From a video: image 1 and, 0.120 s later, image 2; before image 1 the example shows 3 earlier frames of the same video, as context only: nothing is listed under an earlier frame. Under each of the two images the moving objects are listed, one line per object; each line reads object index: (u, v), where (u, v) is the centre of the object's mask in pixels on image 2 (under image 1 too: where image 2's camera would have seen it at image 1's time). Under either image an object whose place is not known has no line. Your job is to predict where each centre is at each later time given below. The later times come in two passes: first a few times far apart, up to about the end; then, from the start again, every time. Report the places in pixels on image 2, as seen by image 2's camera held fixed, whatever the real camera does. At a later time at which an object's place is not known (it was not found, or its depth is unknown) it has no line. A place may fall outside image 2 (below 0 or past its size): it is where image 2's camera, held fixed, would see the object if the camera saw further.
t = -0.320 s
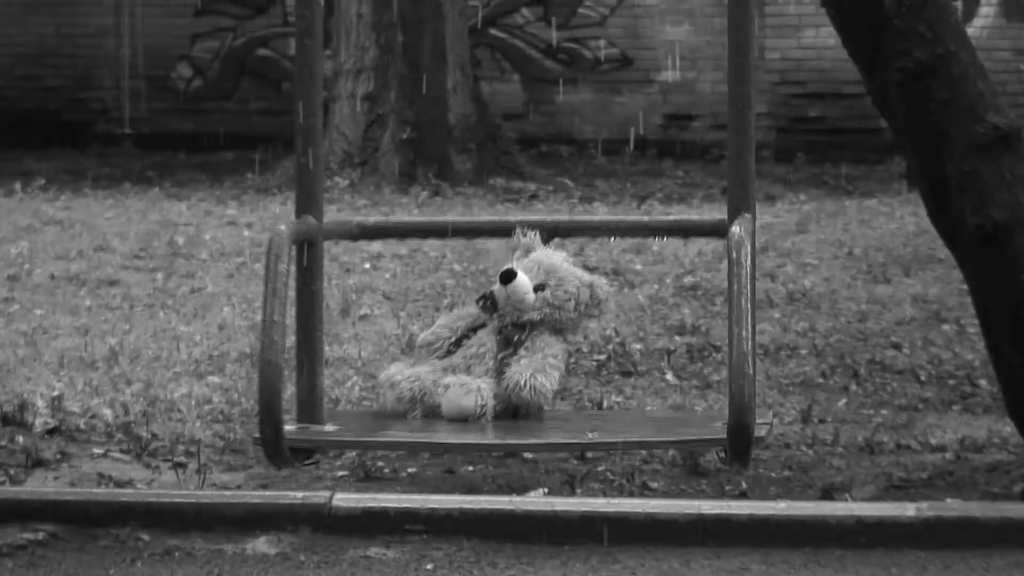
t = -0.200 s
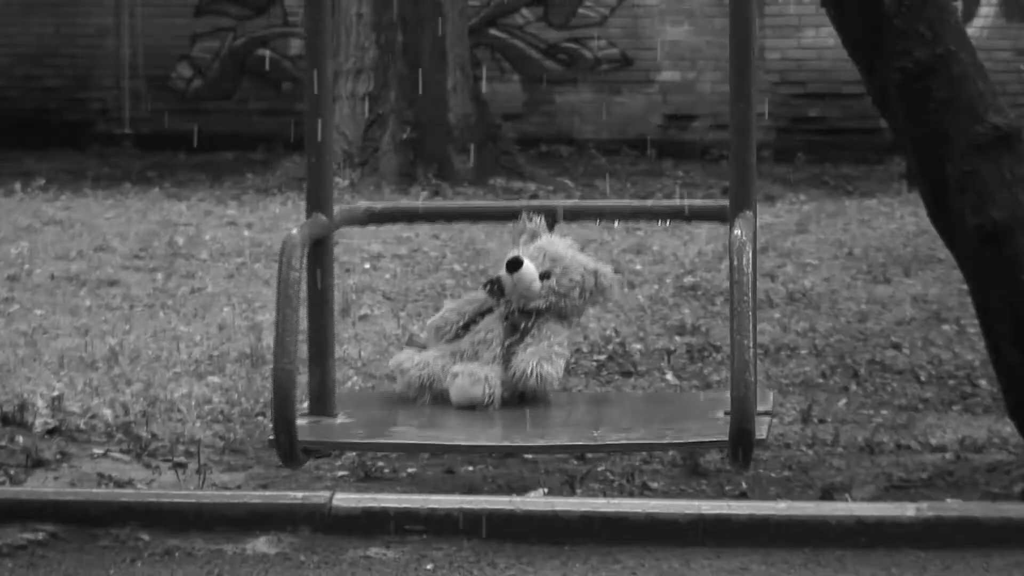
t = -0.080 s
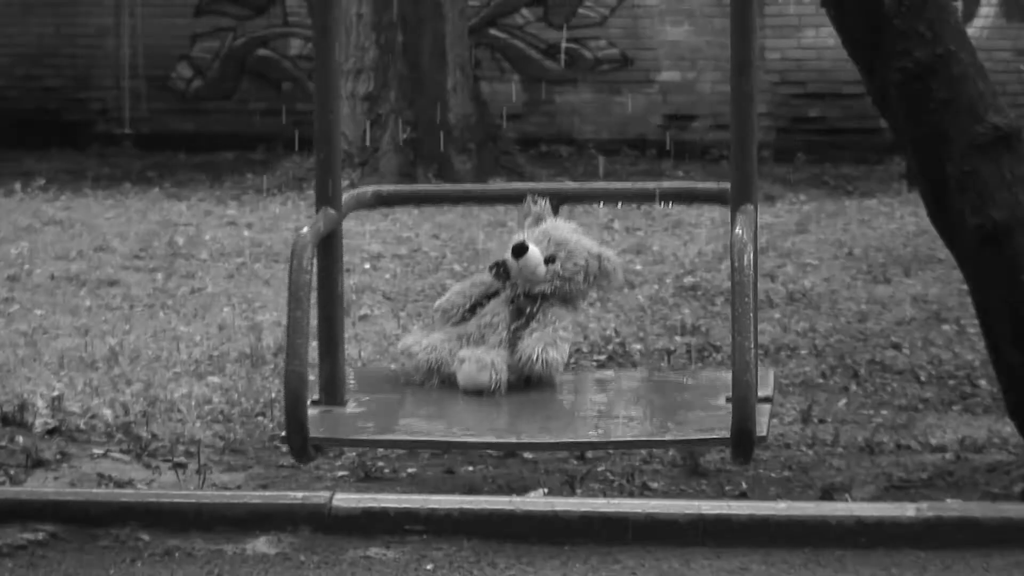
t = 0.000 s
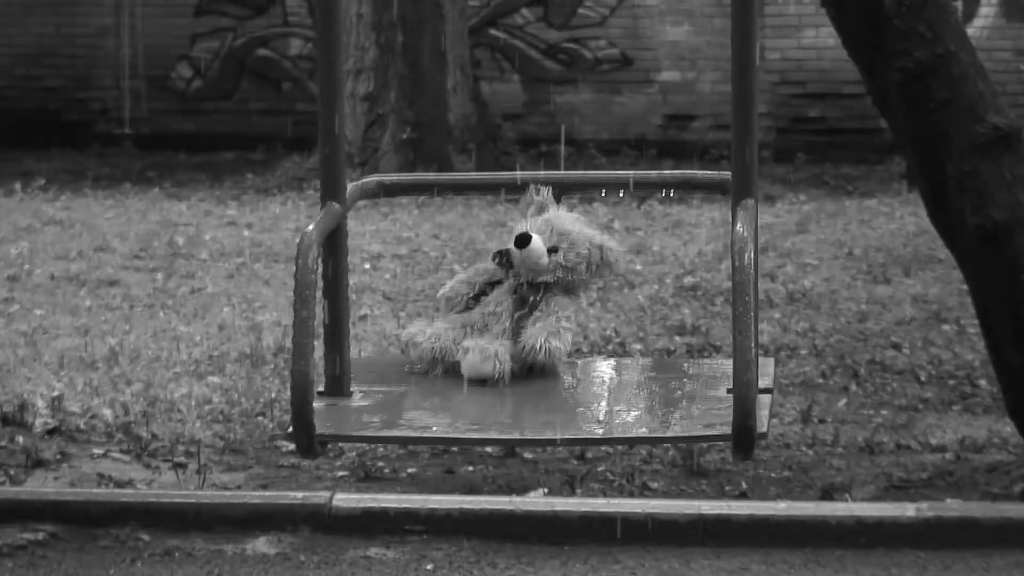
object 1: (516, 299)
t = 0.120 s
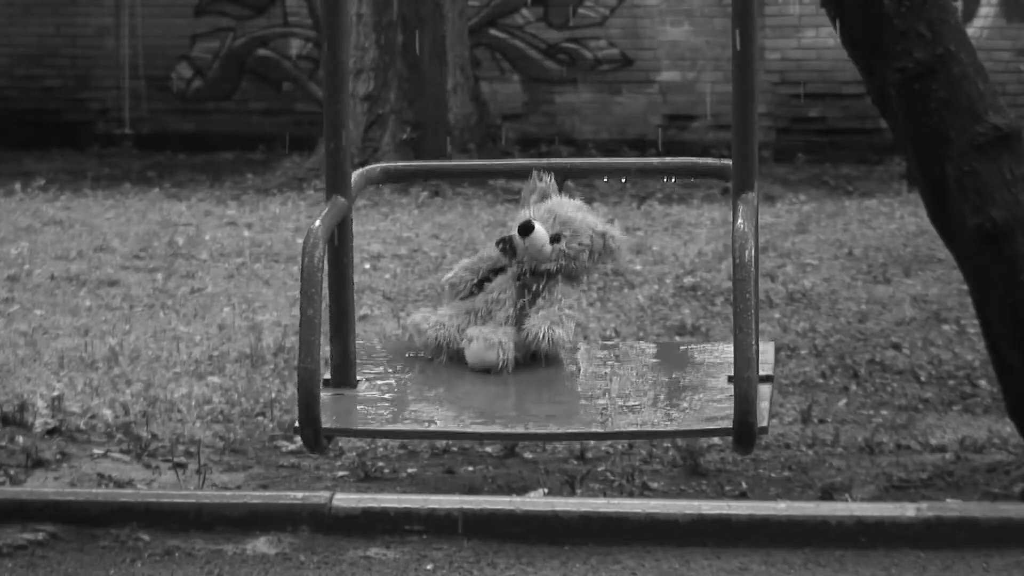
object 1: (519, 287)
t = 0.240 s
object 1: (520, 280)
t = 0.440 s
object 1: (519, 288)
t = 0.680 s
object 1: (510, 317)
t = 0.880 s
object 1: (500, 342)
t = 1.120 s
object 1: (493, 349)
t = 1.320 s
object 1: (492, 342)
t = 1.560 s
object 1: (491, 345)
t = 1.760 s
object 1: (493, 352)
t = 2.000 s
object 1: (504, 335)
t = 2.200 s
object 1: (513, 310)
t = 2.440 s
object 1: (519, 285)
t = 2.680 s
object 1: (519, 288)
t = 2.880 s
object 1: (513, 311)
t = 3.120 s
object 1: (502, 339)
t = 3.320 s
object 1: (494, 351)
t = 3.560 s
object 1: (492, 345)
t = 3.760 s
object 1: (492, 345)
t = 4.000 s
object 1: (493, 352)
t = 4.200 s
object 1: (501, 341)
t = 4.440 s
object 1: (511, 315)
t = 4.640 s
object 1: (517, 293)
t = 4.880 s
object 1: (519, 287)
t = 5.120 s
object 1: (512, 310)
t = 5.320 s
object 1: (505, 332)
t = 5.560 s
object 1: (494, 352)
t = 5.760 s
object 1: (492, 347)
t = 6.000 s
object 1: (492, 345)
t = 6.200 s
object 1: (493, 350)
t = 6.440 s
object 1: (500, 343)
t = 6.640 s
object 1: (510, 322)
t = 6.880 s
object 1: (516, 297)
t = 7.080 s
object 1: (518, 289)
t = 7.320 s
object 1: (514, 304)
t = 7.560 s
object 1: (506, 331)
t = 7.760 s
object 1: (497, 347)
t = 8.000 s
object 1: (492, 349)
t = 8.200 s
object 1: (493, 346)
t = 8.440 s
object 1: (493, 350)
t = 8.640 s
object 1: (497, 347)
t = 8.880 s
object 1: (508, 326)
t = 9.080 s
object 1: (514, 305)
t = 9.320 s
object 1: (518, 292)
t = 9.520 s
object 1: (515, 301)
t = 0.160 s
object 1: (520, 283)
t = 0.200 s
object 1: (520, 281)
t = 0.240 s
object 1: (520, 280)
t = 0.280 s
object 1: (521, 279)
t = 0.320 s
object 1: (521, 280)
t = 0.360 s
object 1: (521, 282)
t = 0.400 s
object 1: (520, 285)
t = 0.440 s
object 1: (519, 288)
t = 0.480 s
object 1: (518, 291)
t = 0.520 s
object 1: (517, 295)
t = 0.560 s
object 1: (515, 300)
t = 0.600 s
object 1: (514, 306)
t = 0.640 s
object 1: (513, 312)
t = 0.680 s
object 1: (510, 317)
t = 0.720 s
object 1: (509, 323)
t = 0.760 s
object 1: (507, 329)
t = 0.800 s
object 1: (504, 334)
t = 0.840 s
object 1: (502, 338)
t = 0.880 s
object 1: (500, 342)
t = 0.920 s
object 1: (498, 345)
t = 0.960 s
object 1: (496, 349)
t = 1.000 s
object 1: (495, 351)
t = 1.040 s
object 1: (494, 352)
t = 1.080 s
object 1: (493, 351)
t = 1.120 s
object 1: (493, 349)
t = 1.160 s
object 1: (492, 348)
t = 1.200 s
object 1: (492, 346)
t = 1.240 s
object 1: (492, 345)
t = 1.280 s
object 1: (492, 343)
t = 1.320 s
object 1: (492, 342)
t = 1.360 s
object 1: (493, 341)
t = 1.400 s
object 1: (493, 341)
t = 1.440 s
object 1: (493, 342)
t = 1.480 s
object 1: (493, 342)
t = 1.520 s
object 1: (492, 343)
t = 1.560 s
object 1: (491, 345)
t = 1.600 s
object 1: (491, 346)
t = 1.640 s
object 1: (492, 348)
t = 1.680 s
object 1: (492, 349)
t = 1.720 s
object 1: (492, 351)
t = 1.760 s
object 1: (493, 352)
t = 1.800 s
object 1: (495, 352)
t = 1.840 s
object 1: (496, 349)
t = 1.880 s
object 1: (498, 346)
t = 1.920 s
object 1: (500, 343)
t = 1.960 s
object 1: (502, 339)
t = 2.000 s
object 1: (504, 335)
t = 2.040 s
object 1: (506, 331)
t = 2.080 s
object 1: (508, 325)
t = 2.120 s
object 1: (510, 320)
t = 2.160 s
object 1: (511, 315)
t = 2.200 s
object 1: (513, 310)
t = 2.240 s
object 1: (515, 304)
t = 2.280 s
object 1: (515, 299)
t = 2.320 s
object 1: (517, 295)
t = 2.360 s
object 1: (518, 292)
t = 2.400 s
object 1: (520, 288)
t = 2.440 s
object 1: (519, 285)
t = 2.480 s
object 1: (520, 283)
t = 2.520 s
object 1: (520, 282)
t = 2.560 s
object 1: (520, 282)
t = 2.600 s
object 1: (520, 283)
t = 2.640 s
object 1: (519, 285)
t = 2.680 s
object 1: (519, 288)
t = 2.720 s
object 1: (518, 291)
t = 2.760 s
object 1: (517, 295)
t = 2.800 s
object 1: (515, 300)
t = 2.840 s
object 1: (514, 305)
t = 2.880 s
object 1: (513, 311)
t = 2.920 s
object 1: (511, 316)
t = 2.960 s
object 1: (510, 320)
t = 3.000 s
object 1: (508, 325)
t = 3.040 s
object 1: (506, 330)
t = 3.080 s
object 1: (504, 335)
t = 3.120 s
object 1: (502, 339)
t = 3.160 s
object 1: (499, 343)
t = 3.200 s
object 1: (498, 346)
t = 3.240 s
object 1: (496, 349)
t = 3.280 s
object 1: (495, 352)
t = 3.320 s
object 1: (494, 351)
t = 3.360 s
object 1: (493, 351)
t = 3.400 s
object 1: (493, 349)
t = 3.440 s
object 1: (492, 348)
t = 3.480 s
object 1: (493, 346)
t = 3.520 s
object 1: (493, 345)
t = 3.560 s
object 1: (492, 345)
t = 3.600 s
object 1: (493, 344)
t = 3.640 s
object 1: (493, 343)
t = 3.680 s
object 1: (493, 343)
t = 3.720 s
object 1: (493, 344)
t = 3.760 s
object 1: (492, 345)
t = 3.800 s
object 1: (492, 346)
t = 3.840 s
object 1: (492, 346)
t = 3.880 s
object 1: (493, 348)
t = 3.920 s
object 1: (493, 349)
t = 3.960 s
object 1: (493, 351)
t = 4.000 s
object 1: (493, 352)
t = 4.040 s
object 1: (494, 352)
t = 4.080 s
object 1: (496, 350)
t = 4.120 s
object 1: (498, 347)
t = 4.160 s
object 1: (499, 345)
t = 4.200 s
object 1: (501, 341)
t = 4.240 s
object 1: (502, 337)
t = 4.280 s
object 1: (505, 333)
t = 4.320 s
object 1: (506, 329)
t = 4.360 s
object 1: (509, 324)
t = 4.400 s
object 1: (510, 319)
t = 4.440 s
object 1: (511, 315)
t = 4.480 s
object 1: (513, 309)
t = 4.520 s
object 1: (514, 305)
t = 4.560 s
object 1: (515, 300)
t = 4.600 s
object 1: (516, 296)
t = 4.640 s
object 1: (517, 293)
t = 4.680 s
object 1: (518, 290)
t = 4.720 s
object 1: (519, 288)
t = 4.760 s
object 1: (519, 287)
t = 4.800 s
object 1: (519, 287)
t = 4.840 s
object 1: (519, 286)
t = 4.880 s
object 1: (519, 287)
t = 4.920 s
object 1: (518, 290)
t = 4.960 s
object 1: (518, 292)
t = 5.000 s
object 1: (516, 296)
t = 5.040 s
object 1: (515, 299)
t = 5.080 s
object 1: (514, 304)
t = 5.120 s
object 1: (512, 310)
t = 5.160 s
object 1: (511, 314)
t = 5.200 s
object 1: (510, 319)
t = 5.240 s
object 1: (509, 323)
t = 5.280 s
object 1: (507, 328)
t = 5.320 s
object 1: (505, 332)
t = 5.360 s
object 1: (503, 337)
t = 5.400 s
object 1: (501, 340)
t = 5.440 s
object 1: (499, 344)
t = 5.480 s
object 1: (498, 347)
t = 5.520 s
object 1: (496, 350)
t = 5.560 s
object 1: (494, 352)
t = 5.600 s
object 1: (493, 352)
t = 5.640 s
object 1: (493, 351)
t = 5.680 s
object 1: (492, 349)
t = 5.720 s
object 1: (492, 348)
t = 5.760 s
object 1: (492, 347)
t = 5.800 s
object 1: (492, 346)
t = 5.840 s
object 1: (492, 346)
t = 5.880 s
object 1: (492, 345)
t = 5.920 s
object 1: (492, 345)
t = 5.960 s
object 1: (492, 345)
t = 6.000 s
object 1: (492, 345)
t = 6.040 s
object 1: (492, 346)
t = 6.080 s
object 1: (492, 347)
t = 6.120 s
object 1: (492, 348)
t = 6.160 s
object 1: (492, 349)
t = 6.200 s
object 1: (493, 350)
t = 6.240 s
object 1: (493, 352)
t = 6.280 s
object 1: (494, 352)
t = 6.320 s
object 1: (495, 351)
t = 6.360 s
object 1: (496, 349)
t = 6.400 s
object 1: (498, 346)
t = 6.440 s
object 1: (500, 343)
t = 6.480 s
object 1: (501, 339)
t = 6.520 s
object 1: (504, 336)
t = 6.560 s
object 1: (505, 332)
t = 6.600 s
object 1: (507, 327)
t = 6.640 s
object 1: (510, 322)
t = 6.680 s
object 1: (510, 319)
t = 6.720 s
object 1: (512, 314)
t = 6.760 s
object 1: (513, 310)
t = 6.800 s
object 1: (514, 305)
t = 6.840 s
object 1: (515, 301)
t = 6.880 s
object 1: (516, 297)
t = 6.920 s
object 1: (517, 294)
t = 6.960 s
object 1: (517, 293)
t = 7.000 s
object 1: (518, 291)
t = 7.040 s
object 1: (518, 290)
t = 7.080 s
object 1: (518, 289)
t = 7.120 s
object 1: (518, 290)
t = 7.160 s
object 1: (518, 292)
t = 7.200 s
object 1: (517, 293)
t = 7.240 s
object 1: (515, 297)
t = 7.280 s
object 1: (515, 300)
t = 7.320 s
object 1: (514, 304)
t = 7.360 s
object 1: (513, 308)
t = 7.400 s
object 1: (512, 313)
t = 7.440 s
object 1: (510, 318)
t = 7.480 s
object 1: (509, 322)
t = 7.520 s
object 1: (507, 326)
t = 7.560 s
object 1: (506, 331)
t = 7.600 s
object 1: (504, 335)
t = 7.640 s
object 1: (502, 338)
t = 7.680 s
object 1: (500, 342)
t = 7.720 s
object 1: (498, 345)
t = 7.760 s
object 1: (497, 347)
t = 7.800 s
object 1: (495, 350)
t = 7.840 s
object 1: (494, 352)
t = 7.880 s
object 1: (494, 352)
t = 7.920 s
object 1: (493, 351)
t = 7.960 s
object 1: (493, 350)
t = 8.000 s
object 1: (492, 349)
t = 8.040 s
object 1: (492, 348)
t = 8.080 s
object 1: (493, 347)
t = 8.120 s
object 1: (493, 346)
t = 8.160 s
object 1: (493, 346)
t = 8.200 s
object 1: (493, 346)
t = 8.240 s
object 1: (493, 346)
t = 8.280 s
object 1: (492, 347)
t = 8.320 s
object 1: (492, 347)
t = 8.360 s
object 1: (492, 348)
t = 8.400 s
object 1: (492, 349)
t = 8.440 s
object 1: (493, 350)
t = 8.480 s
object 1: (493, 351)
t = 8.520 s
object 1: (493, 352)
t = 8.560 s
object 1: (495, 351)
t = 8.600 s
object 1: (496, 349)
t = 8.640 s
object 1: (497, 347)
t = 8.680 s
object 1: (499, 344)
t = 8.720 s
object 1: (501, 341)
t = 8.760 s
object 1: (502, 338)
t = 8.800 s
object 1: (505, 334)
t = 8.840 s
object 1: (506, 330)
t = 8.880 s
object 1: (508, 326)
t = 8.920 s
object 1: (510, 322)
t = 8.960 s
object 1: (511, 318)
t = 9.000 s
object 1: (511, 314)
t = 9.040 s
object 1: (513, 309)
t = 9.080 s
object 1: (514, 305)
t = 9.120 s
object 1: (515, 302)
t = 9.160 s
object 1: (516, 298)
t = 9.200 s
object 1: (517, 296)
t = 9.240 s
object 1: (517, 294)
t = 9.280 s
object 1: (518, 293)
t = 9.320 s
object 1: (518, 292)
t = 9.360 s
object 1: (518, 292)
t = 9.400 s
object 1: (518, 294)
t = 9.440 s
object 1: (517, 295)
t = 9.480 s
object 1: (516, 298)
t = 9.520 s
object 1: (515, 301)
